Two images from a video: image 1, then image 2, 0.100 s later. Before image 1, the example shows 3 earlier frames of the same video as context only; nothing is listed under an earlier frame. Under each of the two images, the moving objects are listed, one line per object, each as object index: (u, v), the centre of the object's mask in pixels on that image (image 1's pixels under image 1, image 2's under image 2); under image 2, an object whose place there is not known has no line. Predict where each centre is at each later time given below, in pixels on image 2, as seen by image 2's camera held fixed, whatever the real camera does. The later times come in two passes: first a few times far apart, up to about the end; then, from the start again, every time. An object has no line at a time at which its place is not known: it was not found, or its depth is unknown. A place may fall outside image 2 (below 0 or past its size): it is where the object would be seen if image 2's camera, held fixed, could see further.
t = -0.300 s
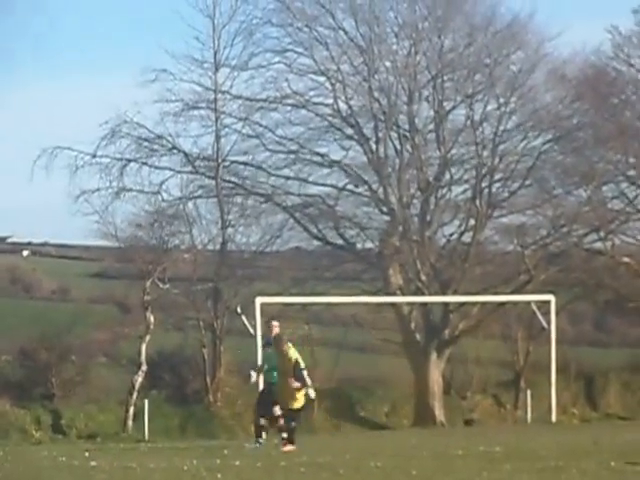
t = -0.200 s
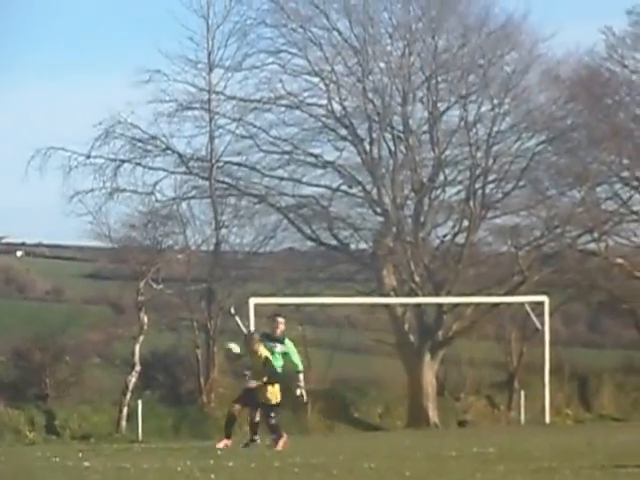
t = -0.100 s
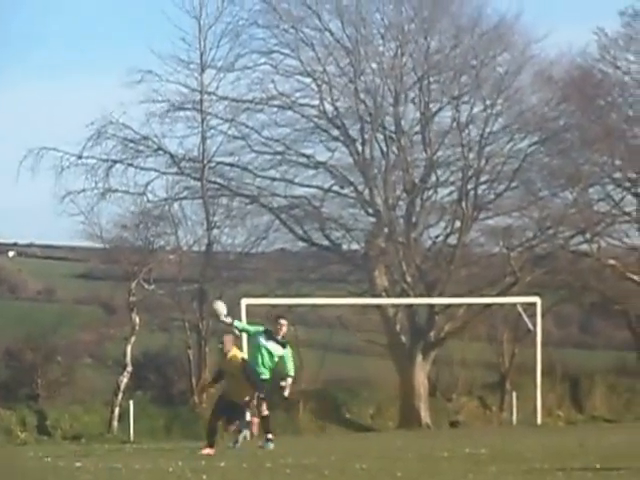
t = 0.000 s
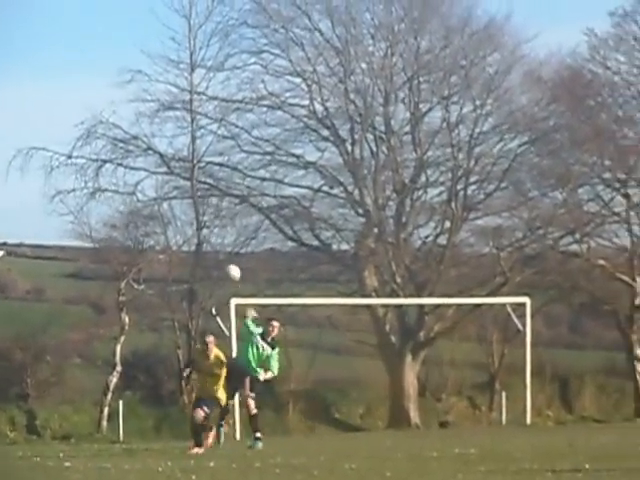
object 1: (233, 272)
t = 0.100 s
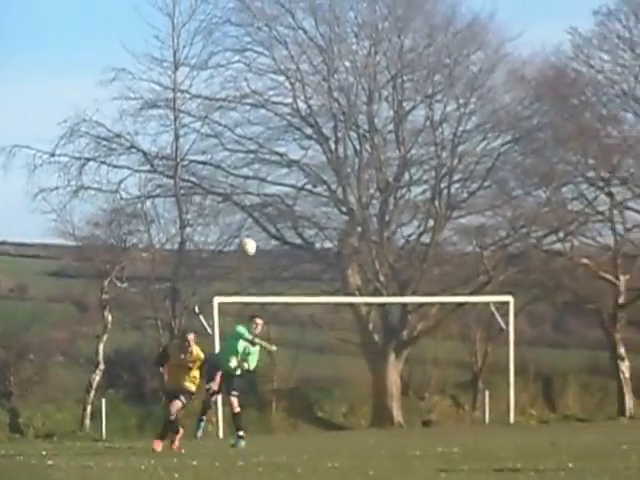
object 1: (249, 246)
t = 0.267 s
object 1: (305, 217)
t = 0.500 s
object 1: (389, 212)
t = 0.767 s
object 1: (499, 266)
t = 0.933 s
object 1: (575, 340)
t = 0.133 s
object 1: (258, 238)
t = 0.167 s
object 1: (269, 233)
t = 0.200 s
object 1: (282, 226)
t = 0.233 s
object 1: (294, 221)
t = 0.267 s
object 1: (305, 217)
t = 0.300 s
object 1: (317, 214)
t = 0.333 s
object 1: (328, 212)
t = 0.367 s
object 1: (340, 210)
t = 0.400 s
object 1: (352, 209)
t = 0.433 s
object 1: (364, 208)
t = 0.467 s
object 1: (377, 209)
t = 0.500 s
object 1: (389, 212)
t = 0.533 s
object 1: (403, 214)
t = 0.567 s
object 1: (415, 220)
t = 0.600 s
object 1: (429, 223)
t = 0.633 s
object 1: (442, 230)
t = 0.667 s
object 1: (457, 237)
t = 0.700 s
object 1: (471, 246)
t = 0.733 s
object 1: (485, 256)
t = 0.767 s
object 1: (499, 266)
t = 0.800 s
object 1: (515, 278)
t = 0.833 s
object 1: (530, 291)
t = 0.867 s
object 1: (546, 307)
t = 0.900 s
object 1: (561, 322)
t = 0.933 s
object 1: (575, 340)
